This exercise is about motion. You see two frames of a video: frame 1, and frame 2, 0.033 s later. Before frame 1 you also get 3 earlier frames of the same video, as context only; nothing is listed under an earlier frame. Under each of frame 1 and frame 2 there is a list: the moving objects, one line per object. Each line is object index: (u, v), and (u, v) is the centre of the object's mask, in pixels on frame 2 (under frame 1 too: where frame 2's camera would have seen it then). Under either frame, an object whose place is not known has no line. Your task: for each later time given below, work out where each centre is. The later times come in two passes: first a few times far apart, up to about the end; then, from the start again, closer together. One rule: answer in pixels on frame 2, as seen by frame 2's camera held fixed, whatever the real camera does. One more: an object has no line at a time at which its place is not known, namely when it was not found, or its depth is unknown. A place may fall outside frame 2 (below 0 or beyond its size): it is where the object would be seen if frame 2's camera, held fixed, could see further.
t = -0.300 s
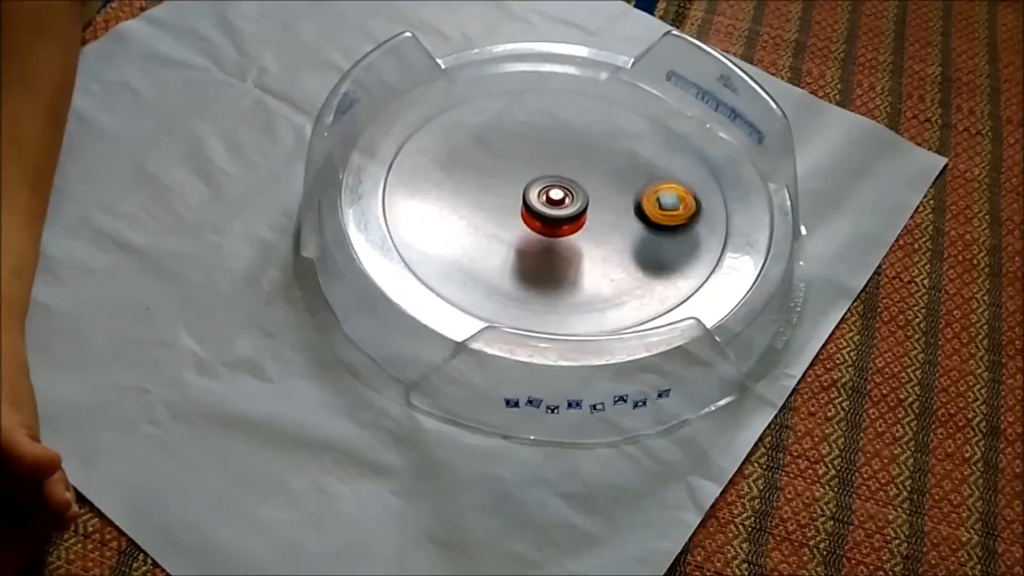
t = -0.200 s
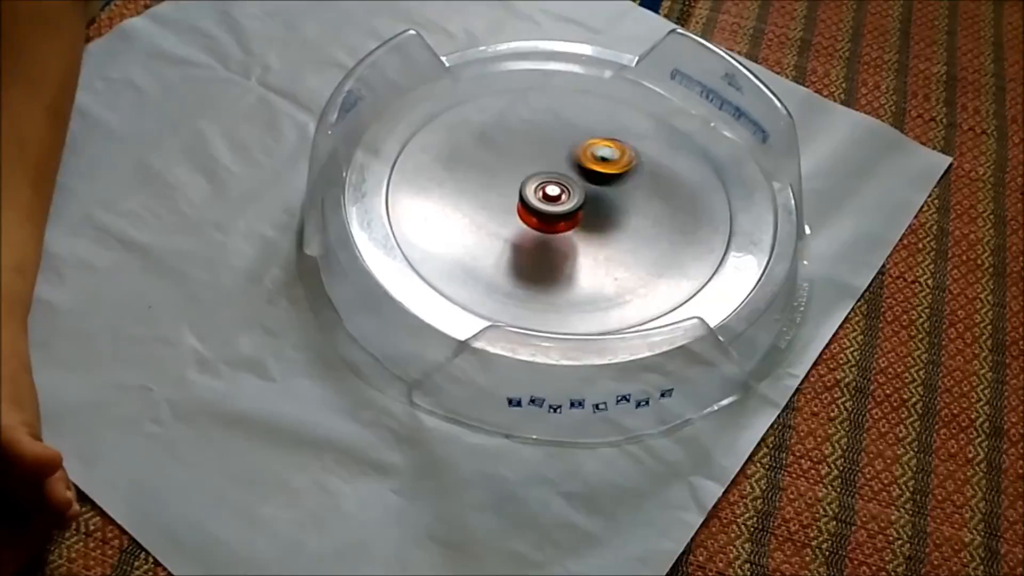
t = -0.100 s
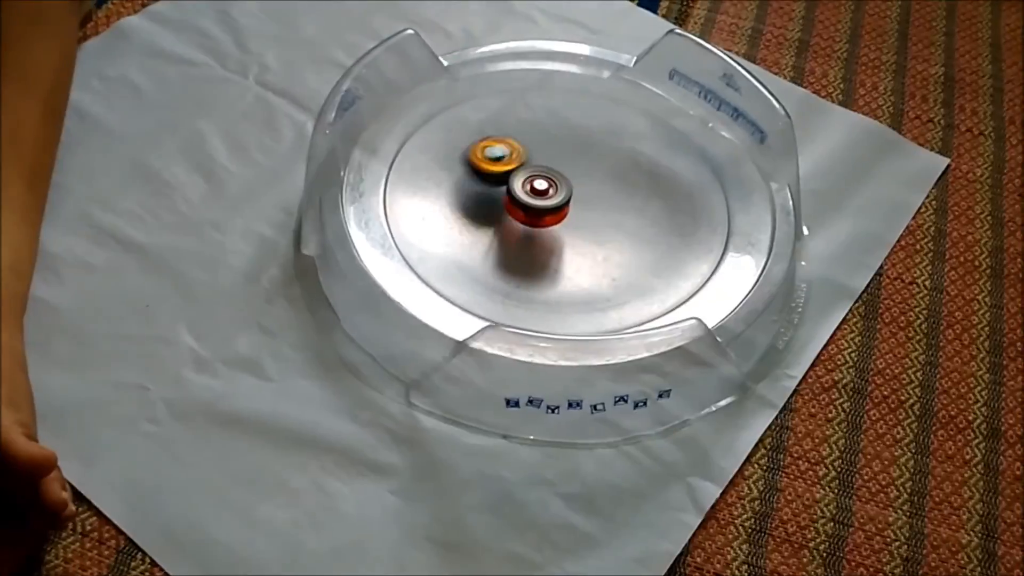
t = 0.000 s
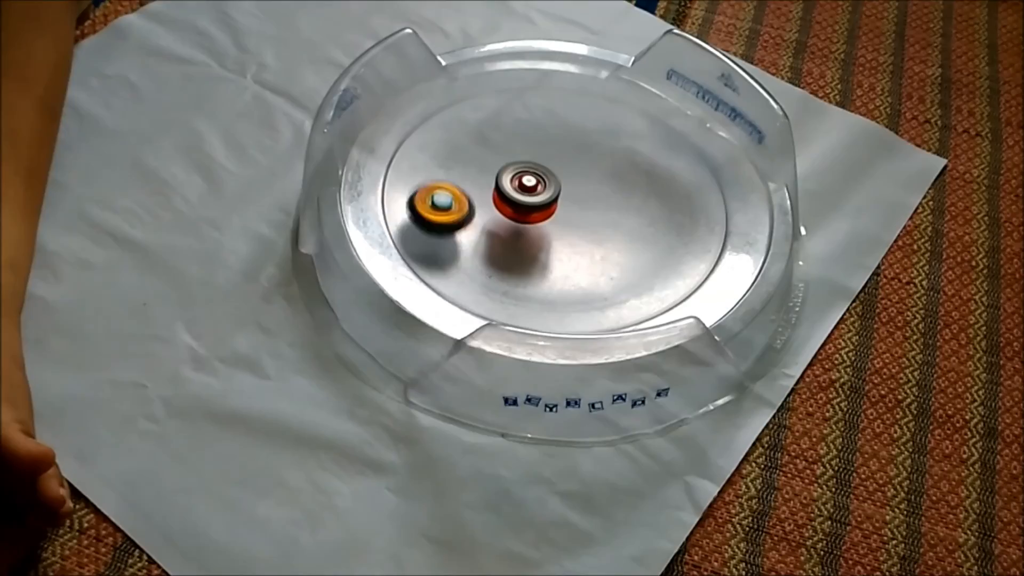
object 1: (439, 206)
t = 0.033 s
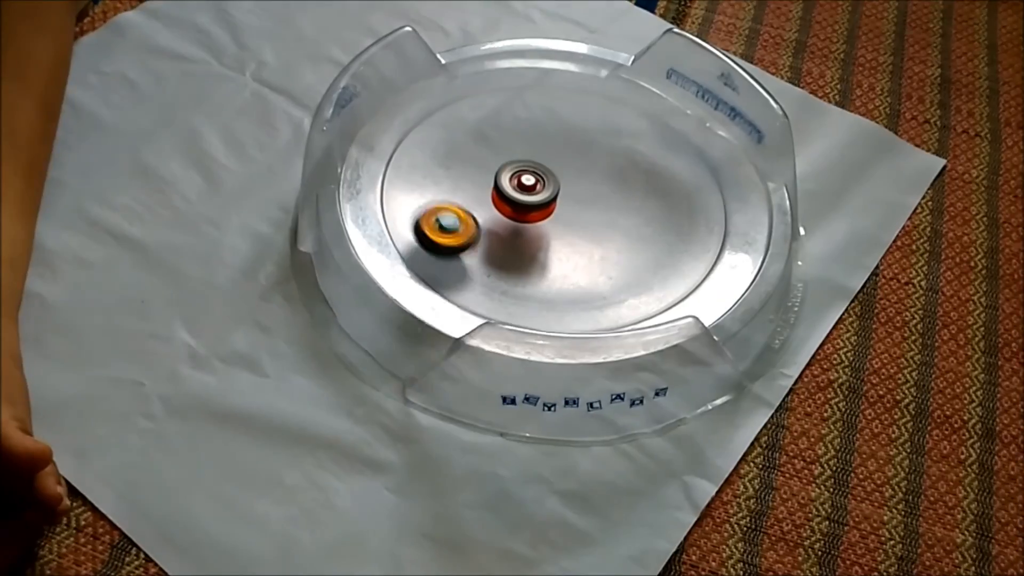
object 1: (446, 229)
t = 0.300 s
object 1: (609, 153)
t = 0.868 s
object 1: (630, 175)
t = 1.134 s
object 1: (450, 213)
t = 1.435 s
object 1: (607, 151)
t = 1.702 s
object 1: (491, 213)
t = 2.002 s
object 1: (620, 162)
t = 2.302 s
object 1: (489, 234)
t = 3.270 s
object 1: (571, 179)
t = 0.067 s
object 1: (470, 251)
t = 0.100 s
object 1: (506, 263)
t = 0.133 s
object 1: (543, 263)
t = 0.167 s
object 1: (578, 249)
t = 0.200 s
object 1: (599, 229)
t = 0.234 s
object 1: (609, 205)
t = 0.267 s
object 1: (613, 177)
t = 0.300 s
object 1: (609, 153)
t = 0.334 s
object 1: (595, 131)
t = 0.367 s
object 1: (575, 115)
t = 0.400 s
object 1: (548, 106)
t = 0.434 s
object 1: (519, 107)
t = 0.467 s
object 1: (495, 119)
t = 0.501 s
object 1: (479, 143)
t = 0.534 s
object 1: (477, 171)
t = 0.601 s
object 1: (511, 226)
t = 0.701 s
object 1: (601, 261)
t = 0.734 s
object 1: (631, 254)
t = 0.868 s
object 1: (630, 175)
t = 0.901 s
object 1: (601, 159)
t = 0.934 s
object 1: (567, 149)
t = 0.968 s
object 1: (535, 147)
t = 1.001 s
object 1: (504, 151)
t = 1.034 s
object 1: (477, 158)
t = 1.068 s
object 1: (458, 171)
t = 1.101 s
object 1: (447, 191)
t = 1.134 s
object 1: (450, 213)
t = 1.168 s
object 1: (468, 234)
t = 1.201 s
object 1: (499, 250)
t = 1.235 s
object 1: (533, 256)
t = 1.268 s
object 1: (567, 251)
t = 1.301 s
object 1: (596, 236)
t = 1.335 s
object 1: (614, 217)
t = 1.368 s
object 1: (621, 195)
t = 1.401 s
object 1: (619, 172)
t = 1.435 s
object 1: (607, 151)
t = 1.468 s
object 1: (589, 135)
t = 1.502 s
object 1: (565, 123)
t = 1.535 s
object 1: (538, 120)
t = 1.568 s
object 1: (511, 125)
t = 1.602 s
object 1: (490, 141)
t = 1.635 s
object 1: (479, 163)
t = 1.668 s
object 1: (478, 188)
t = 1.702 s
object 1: (491, 213)
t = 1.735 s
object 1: (513, 234)
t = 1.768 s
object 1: (542, 249)
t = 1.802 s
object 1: (572, 254)
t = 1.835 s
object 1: (605, 250)
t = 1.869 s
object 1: (630, 238)
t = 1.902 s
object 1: (645, 221)
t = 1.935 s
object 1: (647, 200)
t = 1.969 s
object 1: (636, 180)
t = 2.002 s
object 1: (620, 162)
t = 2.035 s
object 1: (600, 146)
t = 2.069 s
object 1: (574, 139)
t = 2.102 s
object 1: (545, 137)
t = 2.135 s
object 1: (517, 143)
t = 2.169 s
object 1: (494, 155)
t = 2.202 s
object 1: (478, 173)
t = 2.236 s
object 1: (472, 194)
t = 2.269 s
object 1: (478, 215)
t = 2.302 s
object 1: (489, 234)
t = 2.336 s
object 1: (511, 250)
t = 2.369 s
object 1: (539, 258)
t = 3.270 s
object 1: (571, 179)
